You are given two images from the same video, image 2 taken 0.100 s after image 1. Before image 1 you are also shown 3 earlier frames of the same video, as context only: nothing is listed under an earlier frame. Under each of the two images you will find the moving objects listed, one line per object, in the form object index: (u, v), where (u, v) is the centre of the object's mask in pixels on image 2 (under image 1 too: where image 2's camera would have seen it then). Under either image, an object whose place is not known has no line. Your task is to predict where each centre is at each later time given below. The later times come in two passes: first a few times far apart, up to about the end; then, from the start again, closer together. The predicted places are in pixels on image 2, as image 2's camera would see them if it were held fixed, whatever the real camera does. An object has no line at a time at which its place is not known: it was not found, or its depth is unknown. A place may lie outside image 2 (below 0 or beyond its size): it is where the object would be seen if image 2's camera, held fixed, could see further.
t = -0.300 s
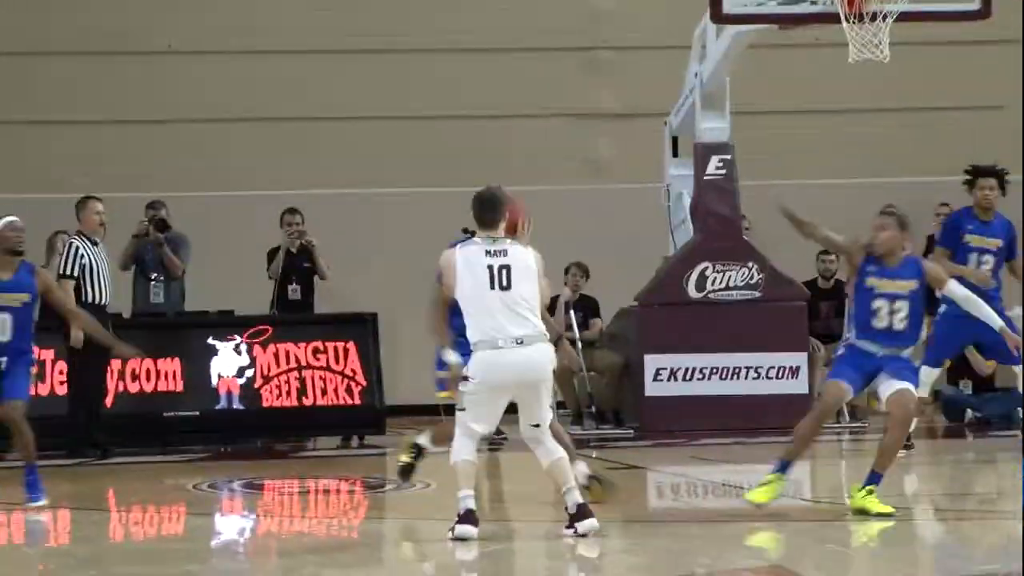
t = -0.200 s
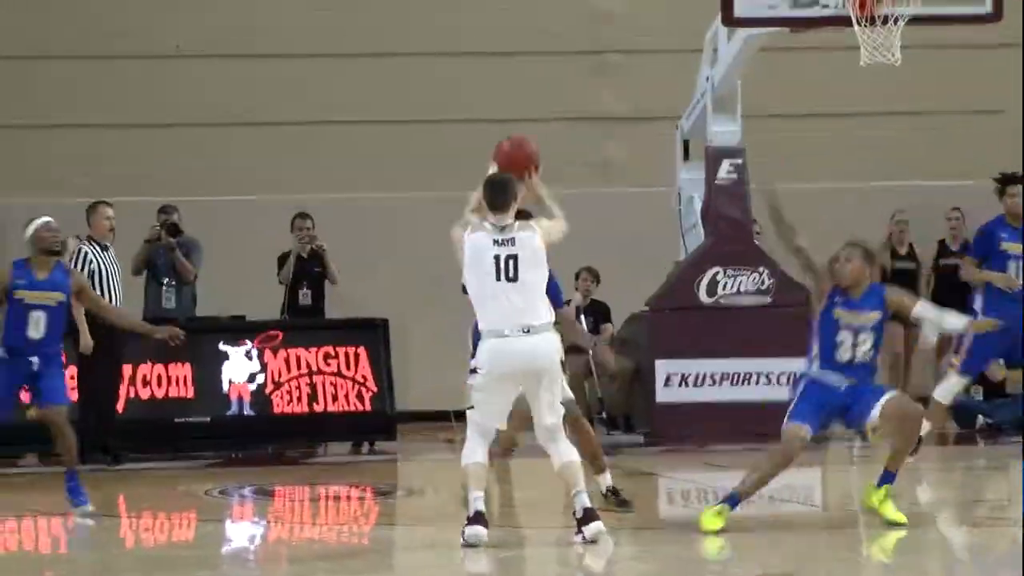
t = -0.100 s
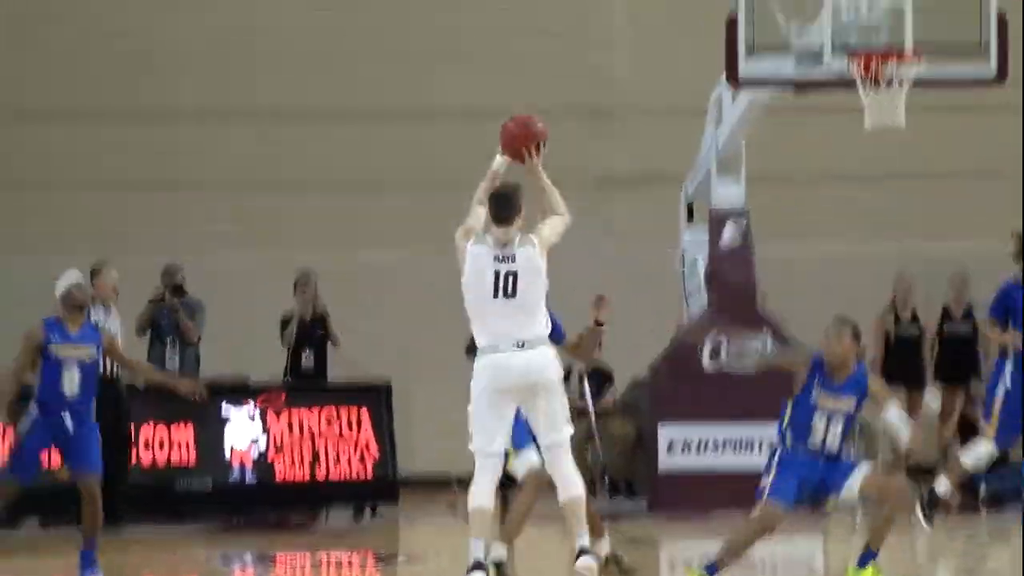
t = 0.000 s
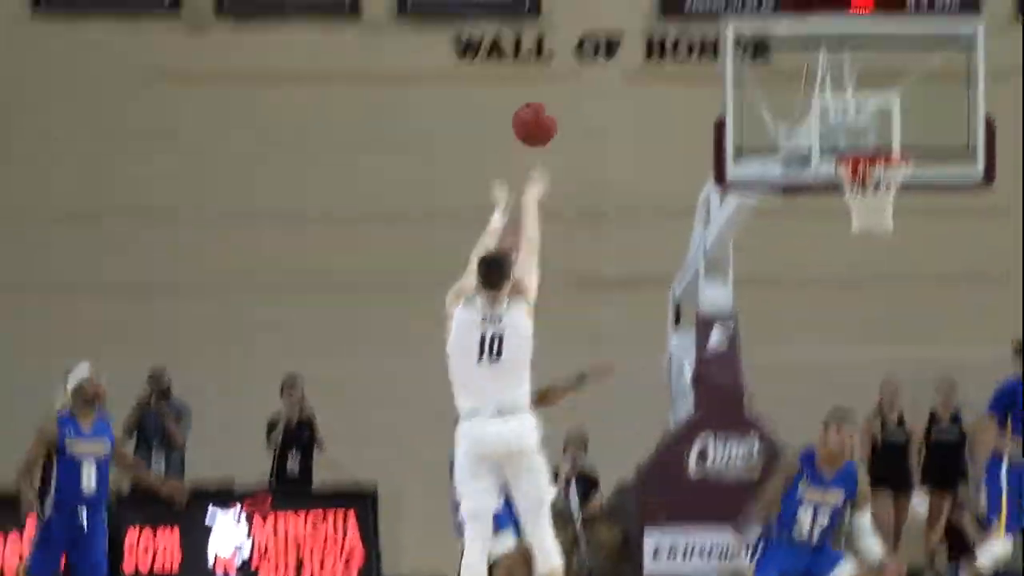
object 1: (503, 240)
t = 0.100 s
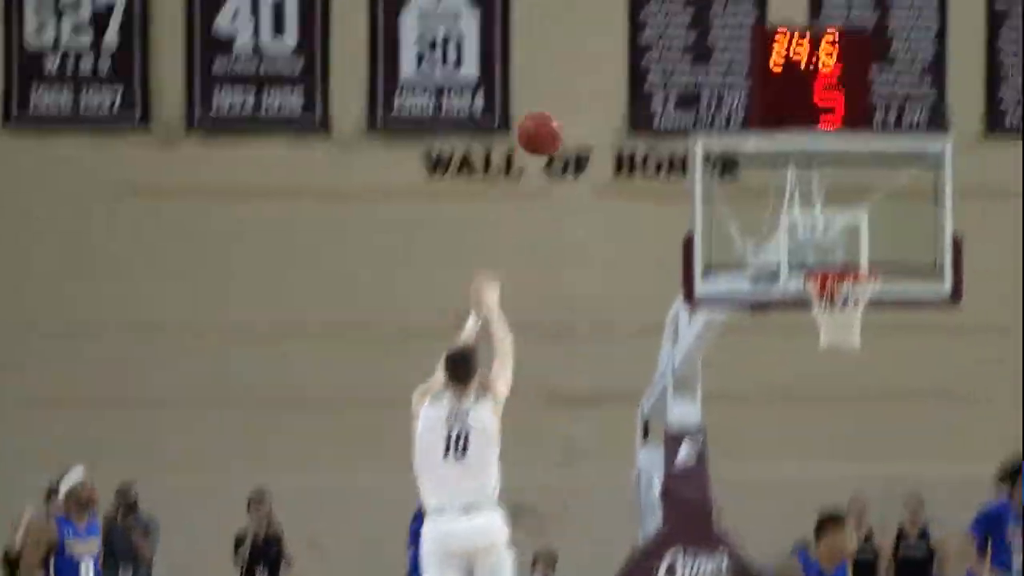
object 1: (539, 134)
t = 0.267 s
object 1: (594, 11)
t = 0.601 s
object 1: (691, -71)
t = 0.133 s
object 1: (550, 104)
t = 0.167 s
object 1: (561, 77)
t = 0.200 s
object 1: (573, 53)
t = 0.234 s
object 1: (584, 31)
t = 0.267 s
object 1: (594, 11)
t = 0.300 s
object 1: (603, -6)
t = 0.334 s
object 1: (615, -22)
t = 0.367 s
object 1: (625, -35)
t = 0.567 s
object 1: (682, -71)
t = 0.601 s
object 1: (691, -71)
